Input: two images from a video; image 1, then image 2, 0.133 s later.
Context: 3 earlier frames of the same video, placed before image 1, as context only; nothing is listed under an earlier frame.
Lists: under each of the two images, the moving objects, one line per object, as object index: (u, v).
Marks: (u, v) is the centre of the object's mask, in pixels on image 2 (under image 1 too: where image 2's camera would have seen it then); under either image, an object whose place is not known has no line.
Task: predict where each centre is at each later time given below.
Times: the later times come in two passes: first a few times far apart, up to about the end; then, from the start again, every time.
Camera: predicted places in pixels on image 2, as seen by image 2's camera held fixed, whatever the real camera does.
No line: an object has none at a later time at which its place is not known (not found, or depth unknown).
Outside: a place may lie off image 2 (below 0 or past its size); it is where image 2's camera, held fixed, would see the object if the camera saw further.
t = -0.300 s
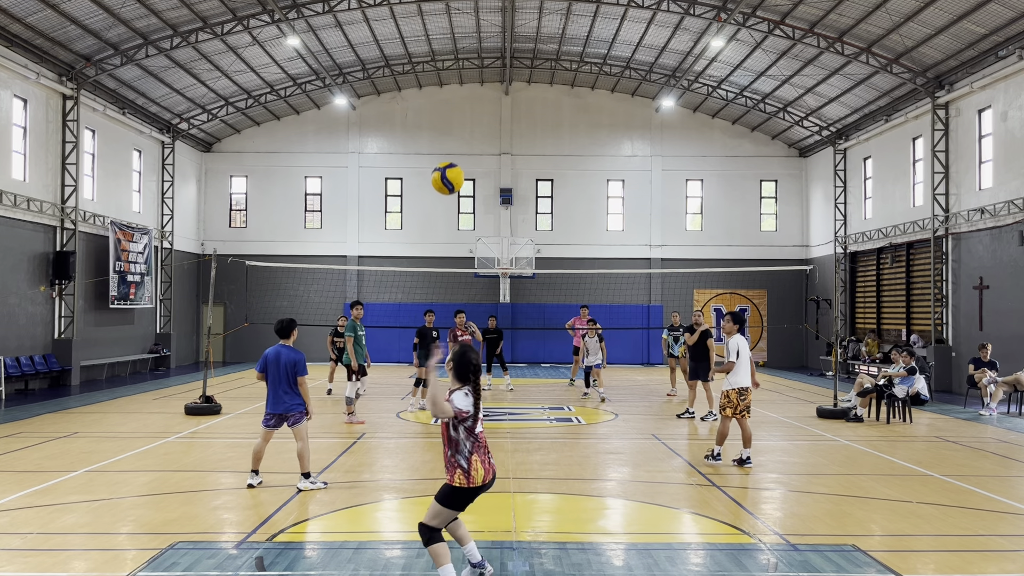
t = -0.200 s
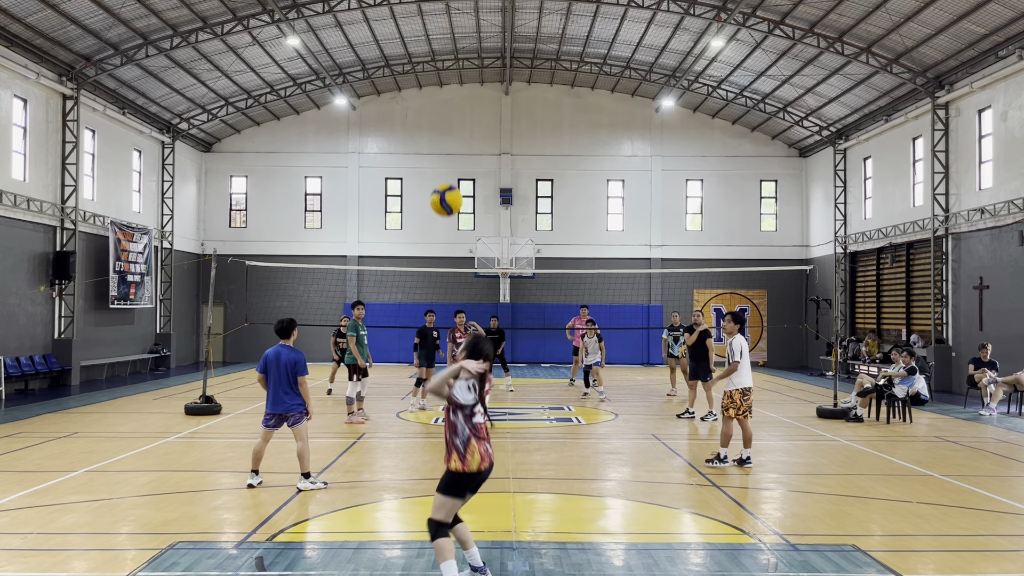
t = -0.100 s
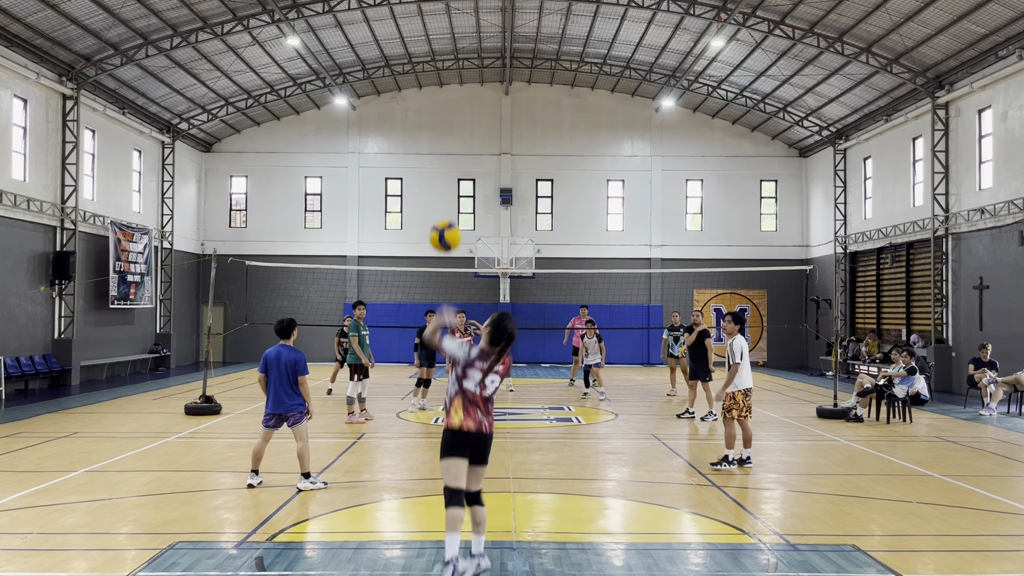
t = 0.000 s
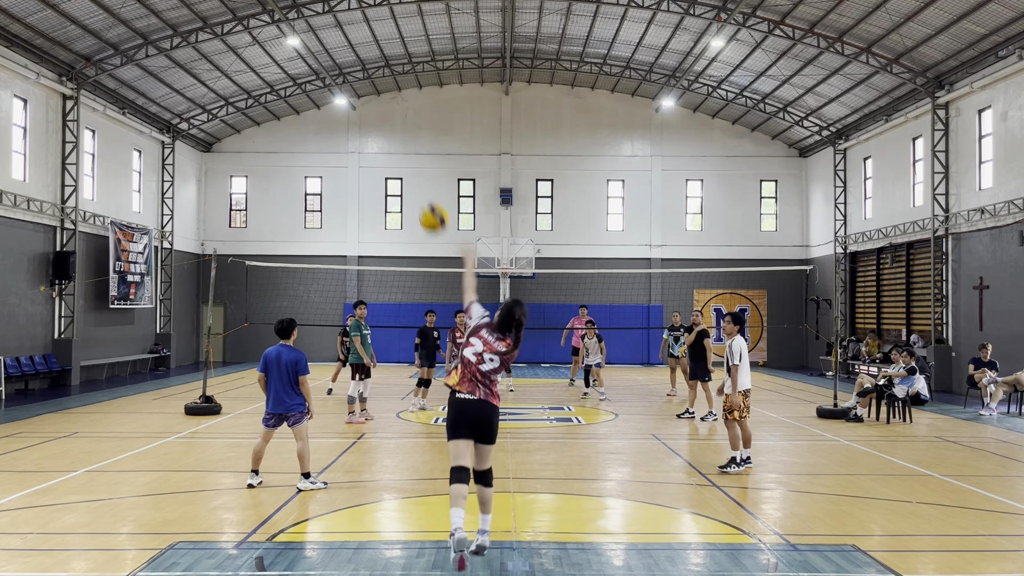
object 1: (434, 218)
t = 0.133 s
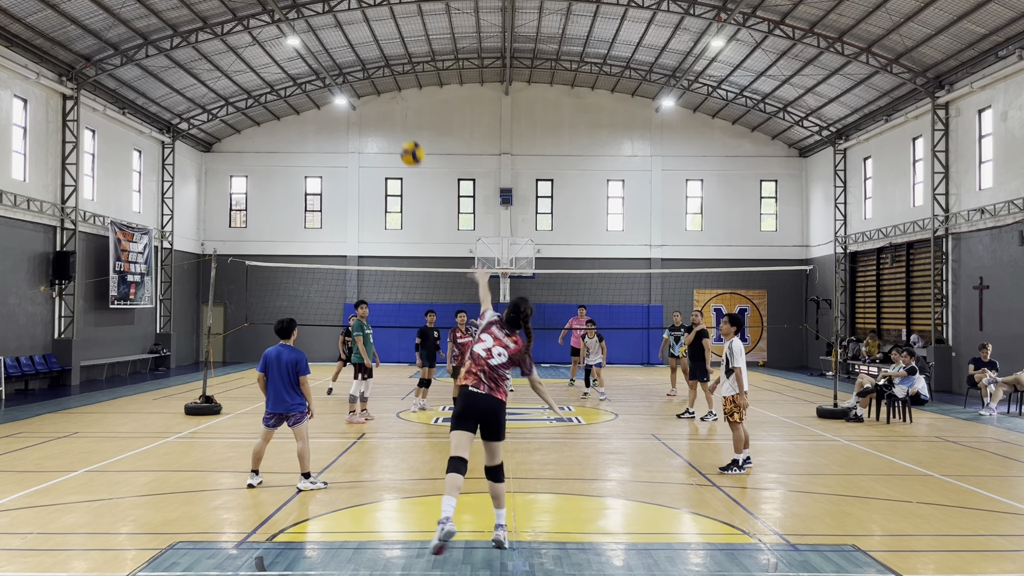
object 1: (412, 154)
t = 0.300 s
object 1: (393, 125)
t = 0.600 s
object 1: (371, 144)
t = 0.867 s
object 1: (356, 201)
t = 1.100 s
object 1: (344, 267)
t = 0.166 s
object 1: (408, 144)
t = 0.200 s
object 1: (403, 137)
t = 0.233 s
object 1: (400, 131)
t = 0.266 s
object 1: (396, 127)
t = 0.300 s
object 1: (393, 125)
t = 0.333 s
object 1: (390, 123)
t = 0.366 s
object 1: (387, 123)
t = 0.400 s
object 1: (384, 124)
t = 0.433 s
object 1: (382, 125)
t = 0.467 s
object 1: (379, 128)
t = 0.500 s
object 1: (377, 131)
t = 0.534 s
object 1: (375, 135)
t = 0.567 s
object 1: (373, 140)
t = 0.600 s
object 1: (371, 144)
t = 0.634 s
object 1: (369, 151)
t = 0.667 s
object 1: (367, 157)
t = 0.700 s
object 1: (365, 163)
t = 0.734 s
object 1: (363, 170)
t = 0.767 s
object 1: (361, 177)
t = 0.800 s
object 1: (359, 185)
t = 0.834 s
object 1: (358, 193)
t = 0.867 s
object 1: (356, 201)
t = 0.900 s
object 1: (354, 210)
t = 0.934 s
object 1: (352, 219)
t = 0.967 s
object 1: (351, 228)
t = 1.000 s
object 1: (349, 237)
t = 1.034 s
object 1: (347, 248)
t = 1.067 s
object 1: (346, 258)
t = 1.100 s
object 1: (344, 267)
